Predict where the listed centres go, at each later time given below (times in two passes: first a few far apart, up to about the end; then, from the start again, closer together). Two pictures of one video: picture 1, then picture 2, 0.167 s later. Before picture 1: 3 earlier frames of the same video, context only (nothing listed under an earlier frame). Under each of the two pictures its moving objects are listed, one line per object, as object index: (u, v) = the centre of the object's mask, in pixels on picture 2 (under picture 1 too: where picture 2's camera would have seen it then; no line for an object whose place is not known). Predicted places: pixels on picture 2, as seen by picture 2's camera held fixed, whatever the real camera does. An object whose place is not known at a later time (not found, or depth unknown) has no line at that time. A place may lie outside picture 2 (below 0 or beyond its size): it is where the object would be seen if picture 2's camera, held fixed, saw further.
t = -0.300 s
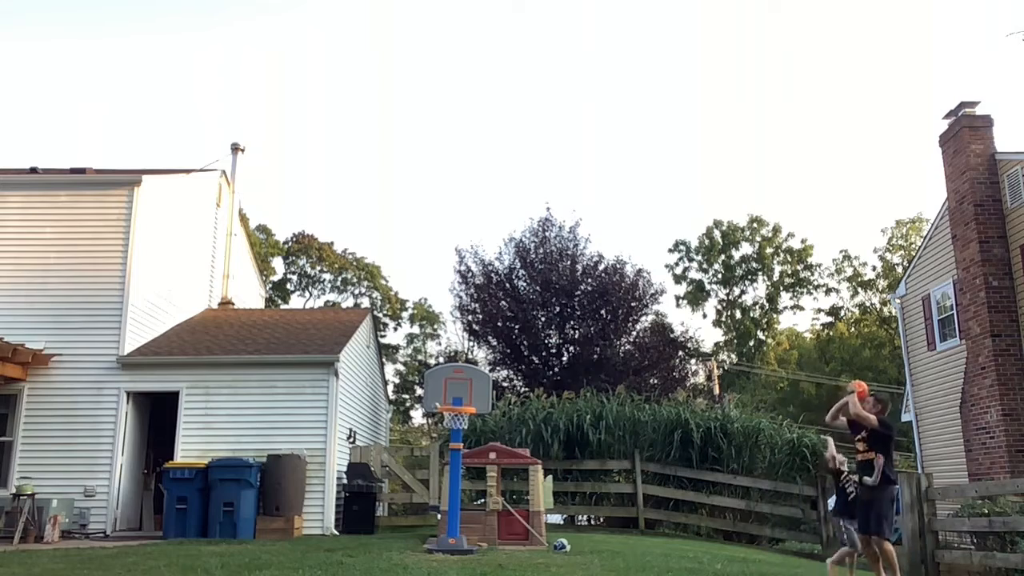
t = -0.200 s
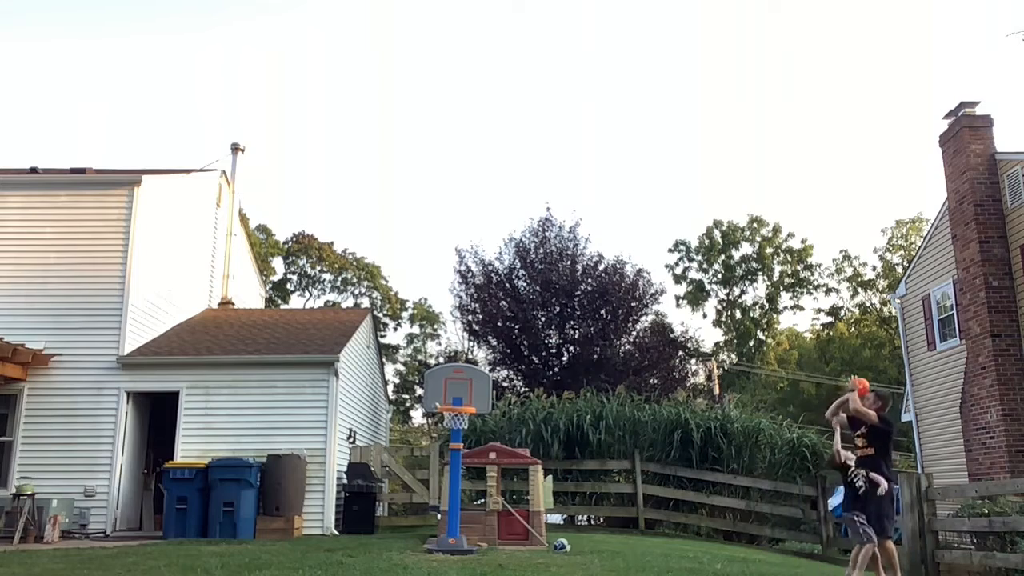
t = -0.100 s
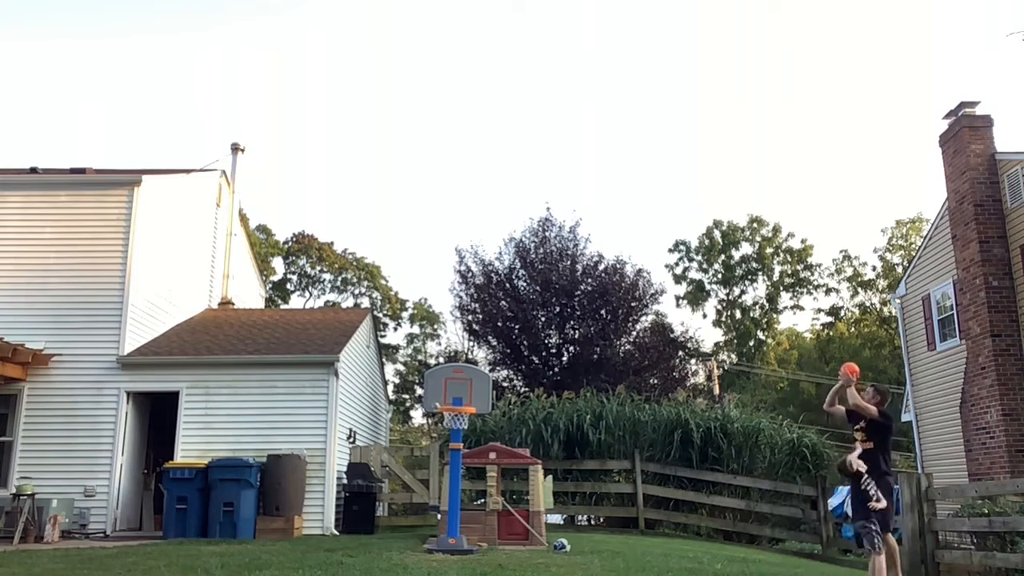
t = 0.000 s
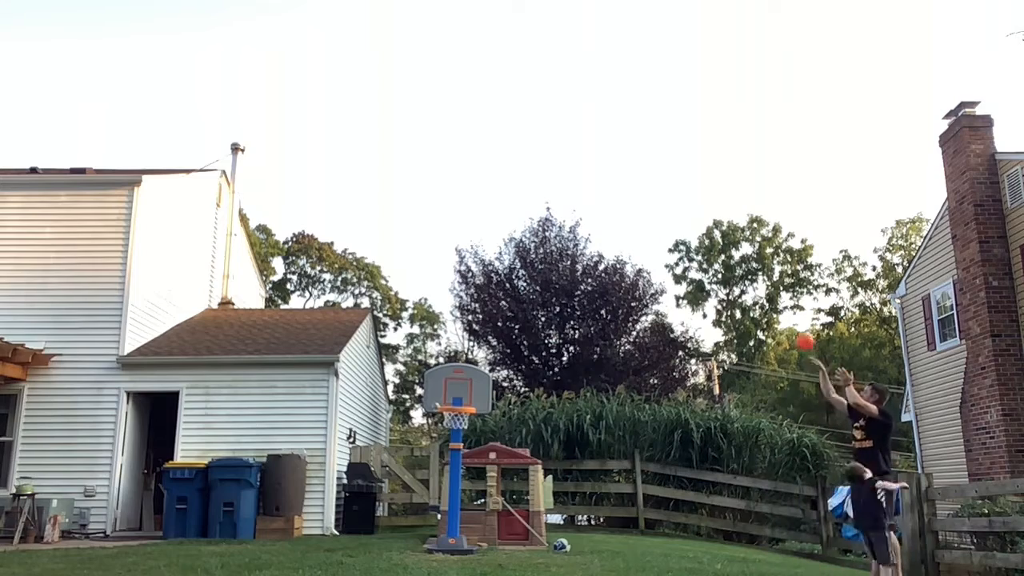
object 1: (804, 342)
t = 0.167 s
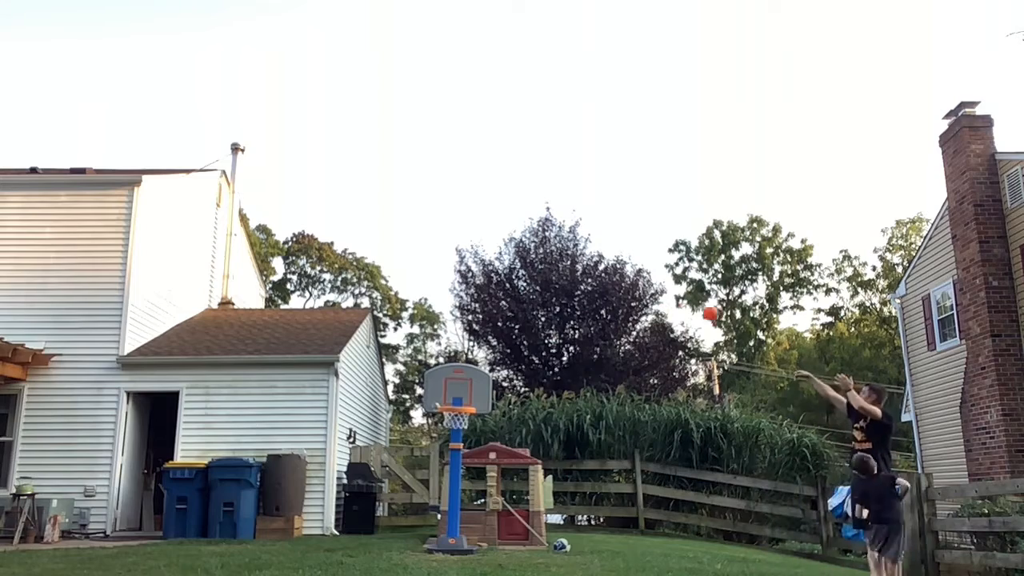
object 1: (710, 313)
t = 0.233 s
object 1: (678, 310)
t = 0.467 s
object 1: (576, 332)
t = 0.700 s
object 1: (491, 395)
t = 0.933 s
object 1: (488, 439)
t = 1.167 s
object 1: (502, 517)
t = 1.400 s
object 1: (519, 513)
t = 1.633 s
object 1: (540, 496)
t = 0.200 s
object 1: (694, 311)
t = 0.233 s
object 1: (678, 310)
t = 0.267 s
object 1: (661, 311)
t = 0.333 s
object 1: (632, 314)
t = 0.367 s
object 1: (618, 317)
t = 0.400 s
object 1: (604, 321)
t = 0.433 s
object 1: (590, 326)
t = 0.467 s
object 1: (576, 332)
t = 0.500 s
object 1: (563, 338)
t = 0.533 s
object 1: (551, 345)
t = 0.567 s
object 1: (538, 354)
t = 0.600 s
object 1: (526, 363)
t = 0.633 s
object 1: (514, 372)
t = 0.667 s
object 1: (502, 384)
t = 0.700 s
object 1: (491, 395)
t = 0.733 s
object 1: (480, 406)
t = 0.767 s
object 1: (479, 413)
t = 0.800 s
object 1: (480, 415)
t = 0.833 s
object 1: (482, 420)
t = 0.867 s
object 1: (484, 425)
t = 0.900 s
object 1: (486, 431)
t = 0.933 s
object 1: (488, 439)
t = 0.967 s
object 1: (490, 447)
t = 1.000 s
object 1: (492, 455)
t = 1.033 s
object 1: (494, 466)
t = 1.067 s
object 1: (497, 478)
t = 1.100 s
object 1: (498, 490)
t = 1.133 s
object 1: (500, 503)
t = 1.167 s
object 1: (502, 517)
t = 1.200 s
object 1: (504, 533)
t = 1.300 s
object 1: (511, 537)
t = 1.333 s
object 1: (514, 529)
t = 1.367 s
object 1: (517, 520)
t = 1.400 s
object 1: (519, 513)
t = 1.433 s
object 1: (522, 507)
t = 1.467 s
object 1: (525, 502)
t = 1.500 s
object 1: (528, 499)
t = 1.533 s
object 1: (530, 497)
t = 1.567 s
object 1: (534, 495)
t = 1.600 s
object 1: (536, 495)
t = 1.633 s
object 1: (540, 496)
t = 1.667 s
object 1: (542, 498)
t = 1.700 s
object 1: (545, 501)
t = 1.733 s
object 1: (549, 506)
